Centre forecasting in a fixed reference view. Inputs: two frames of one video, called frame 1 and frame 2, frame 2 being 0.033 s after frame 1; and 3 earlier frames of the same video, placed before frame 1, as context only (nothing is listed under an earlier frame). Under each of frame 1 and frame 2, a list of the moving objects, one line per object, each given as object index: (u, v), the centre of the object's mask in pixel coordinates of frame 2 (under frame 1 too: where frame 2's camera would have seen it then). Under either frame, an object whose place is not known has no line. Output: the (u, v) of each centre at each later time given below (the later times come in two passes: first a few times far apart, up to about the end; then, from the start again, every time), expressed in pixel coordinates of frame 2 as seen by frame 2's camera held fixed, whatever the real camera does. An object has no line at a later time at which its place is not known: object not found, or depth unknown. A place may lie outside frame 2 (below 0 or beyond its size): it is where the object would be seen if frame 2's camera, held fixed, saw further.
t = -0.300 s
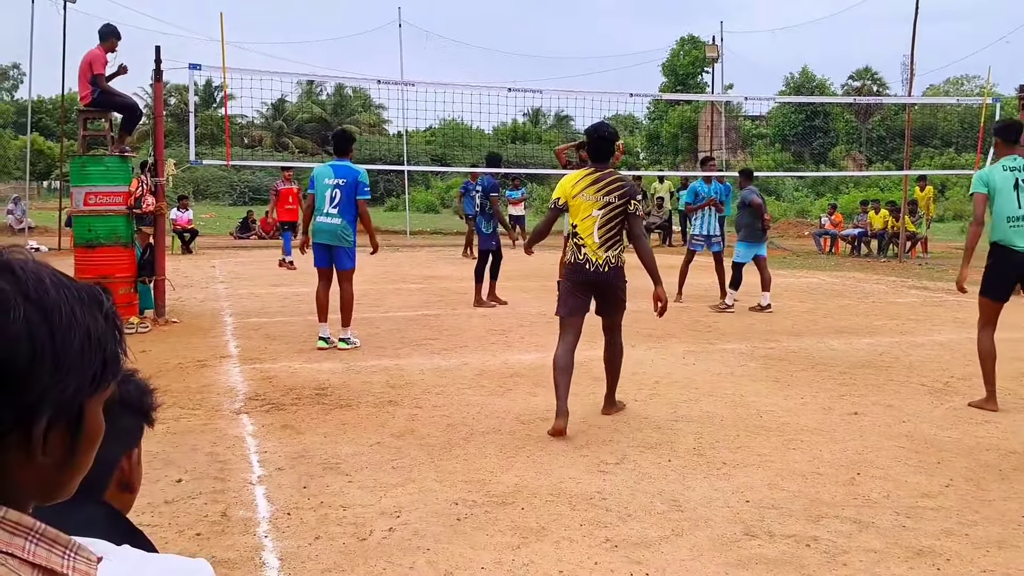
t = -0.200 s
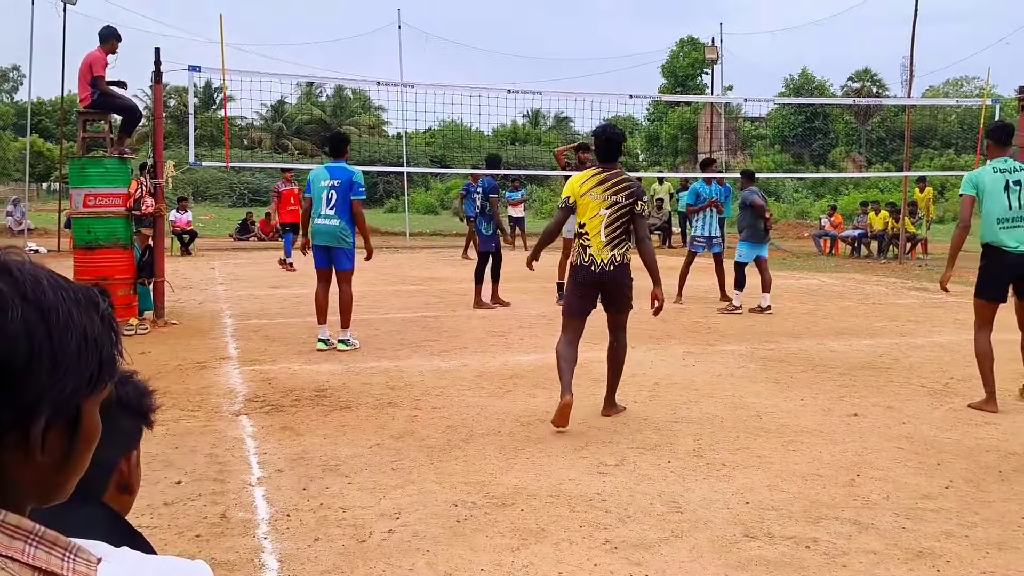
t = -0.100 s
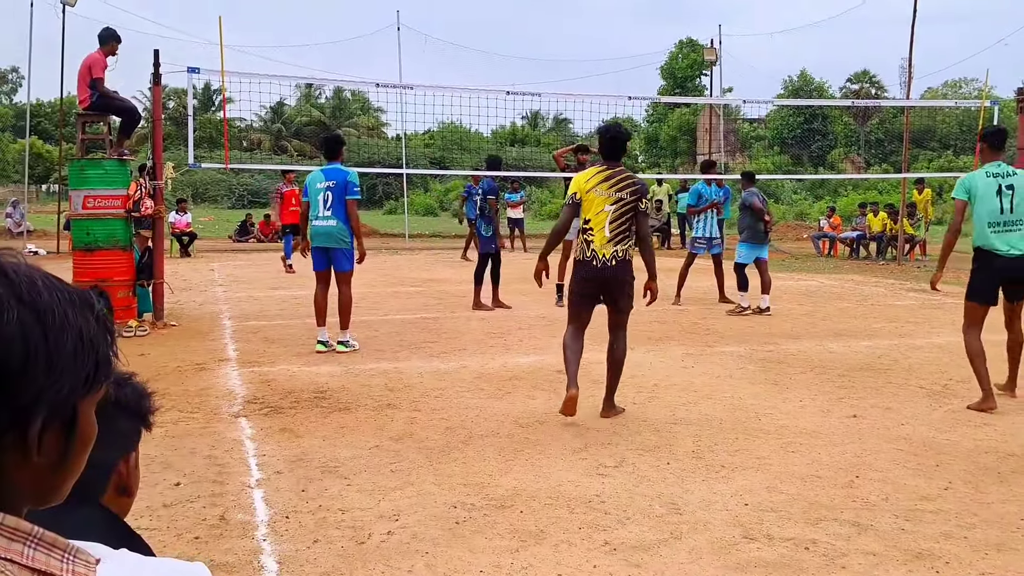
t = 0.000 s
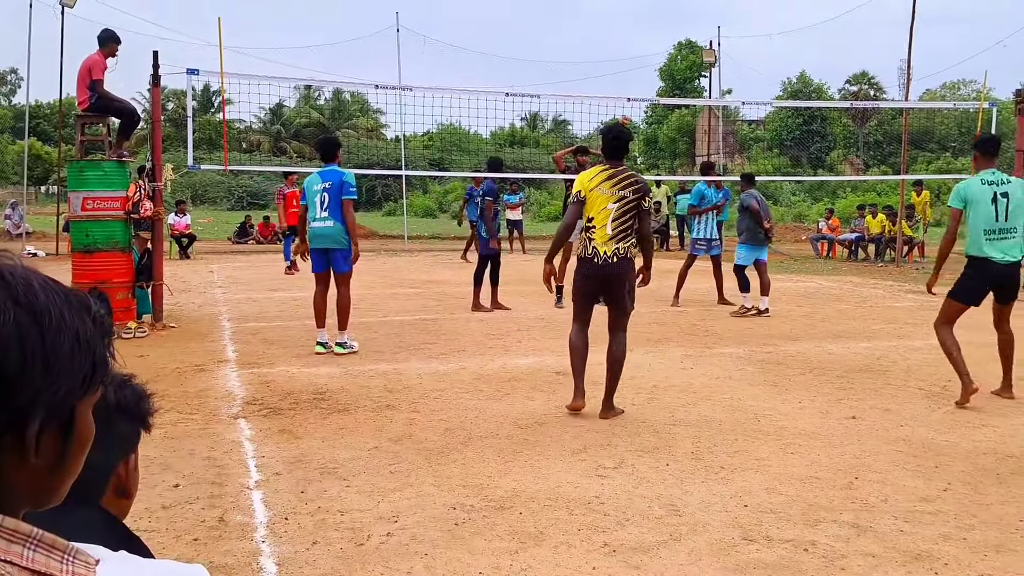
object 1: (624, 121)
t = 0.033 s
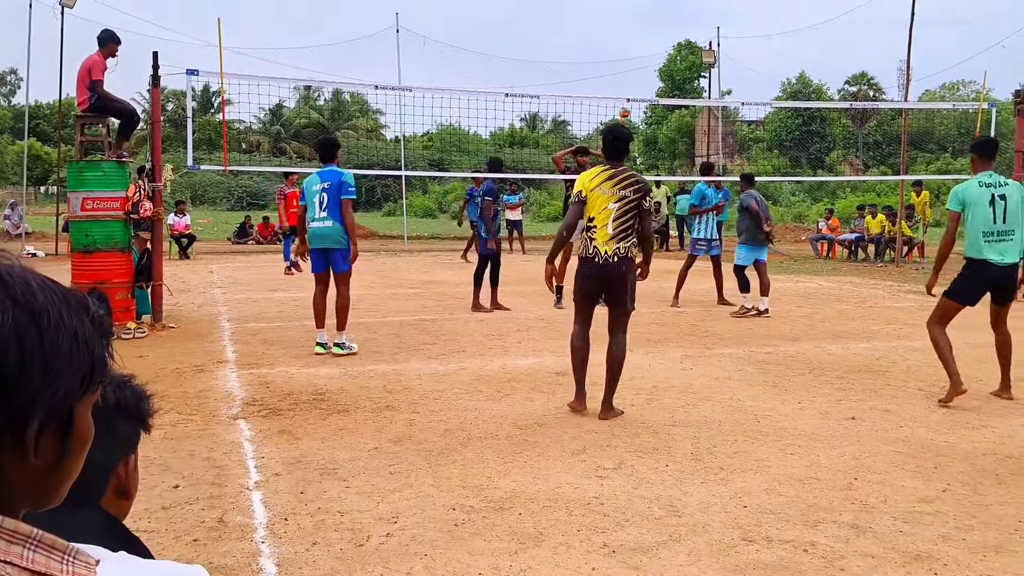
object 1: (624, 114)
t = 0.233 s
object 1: (639, 71)
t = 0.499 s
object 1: (672, 39)
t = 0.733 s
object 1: (720, 55)
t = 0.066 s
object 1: (627, 106)
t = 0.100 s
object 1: (628, 95)
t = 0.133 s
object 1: (630, 90)
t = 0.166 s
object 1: (633, 84)
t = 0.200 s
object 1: (636, 77)
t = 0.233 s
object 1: (639, 71)
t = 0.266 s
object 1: (642, 65)
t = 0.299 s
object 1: (645, 60)
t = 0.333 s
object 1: (649, 55)
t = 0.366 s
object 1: (653, 51)
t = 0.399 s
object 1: (657, 47)
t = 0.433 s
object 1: (662, 44)
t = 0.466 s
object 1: (667, 41)
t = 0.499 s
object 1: (672, 39)
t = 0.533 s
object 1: (677, 37)
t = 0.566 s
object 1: (683, 37)
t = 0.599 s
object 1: (690, 37)
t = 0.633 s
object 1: (697, 40)
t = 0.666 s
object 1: (705, 43)
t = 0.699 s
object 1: (712, 49)
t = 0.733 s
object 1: (720, 55)
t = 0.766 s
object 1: (731, 65)
